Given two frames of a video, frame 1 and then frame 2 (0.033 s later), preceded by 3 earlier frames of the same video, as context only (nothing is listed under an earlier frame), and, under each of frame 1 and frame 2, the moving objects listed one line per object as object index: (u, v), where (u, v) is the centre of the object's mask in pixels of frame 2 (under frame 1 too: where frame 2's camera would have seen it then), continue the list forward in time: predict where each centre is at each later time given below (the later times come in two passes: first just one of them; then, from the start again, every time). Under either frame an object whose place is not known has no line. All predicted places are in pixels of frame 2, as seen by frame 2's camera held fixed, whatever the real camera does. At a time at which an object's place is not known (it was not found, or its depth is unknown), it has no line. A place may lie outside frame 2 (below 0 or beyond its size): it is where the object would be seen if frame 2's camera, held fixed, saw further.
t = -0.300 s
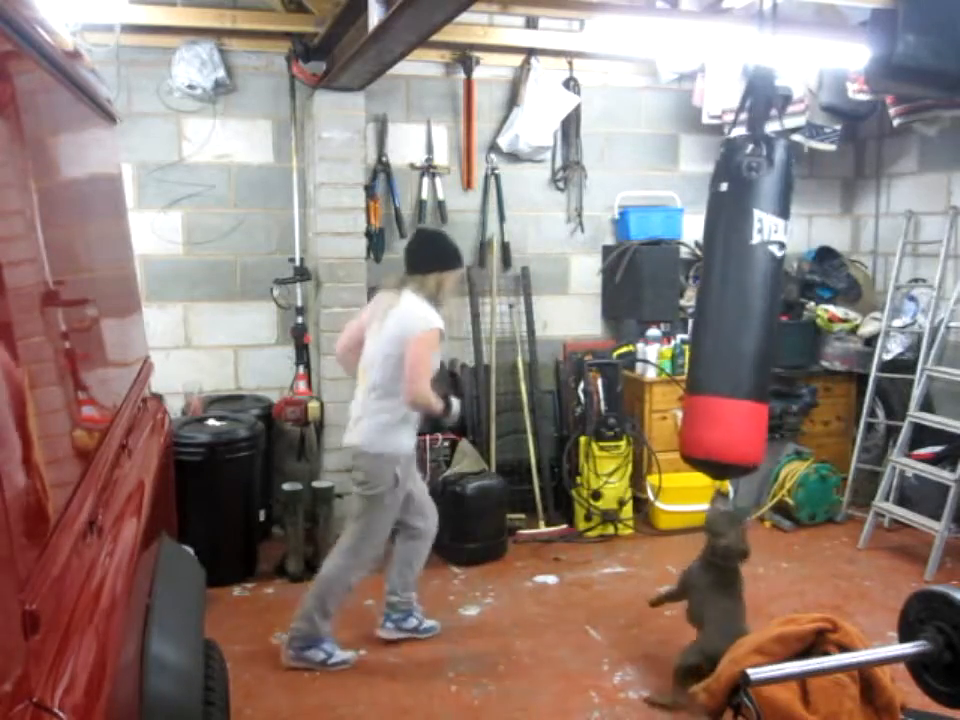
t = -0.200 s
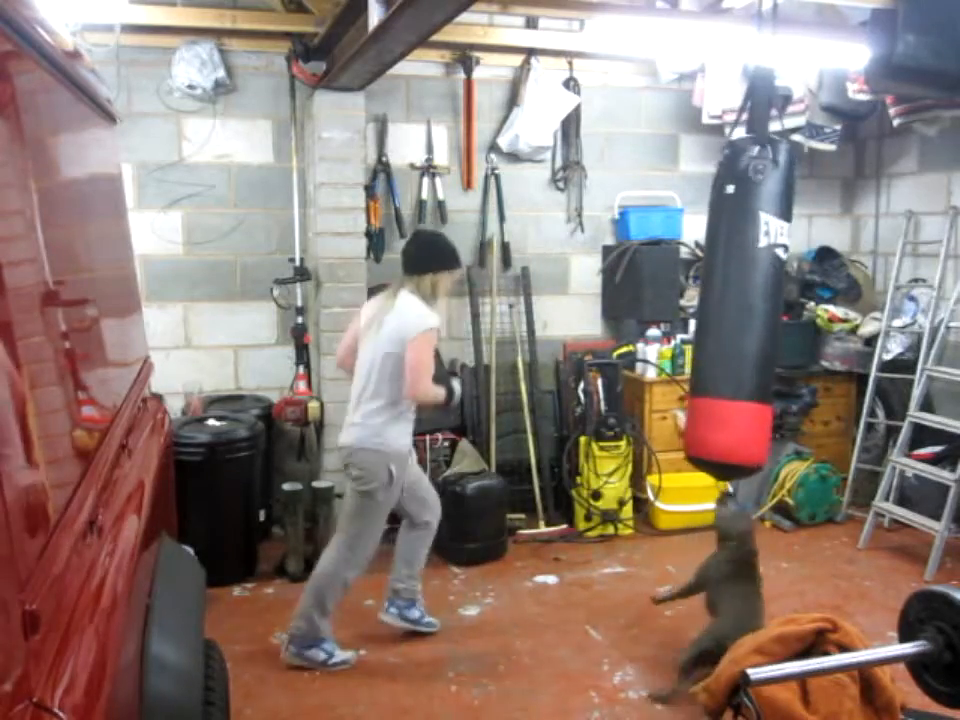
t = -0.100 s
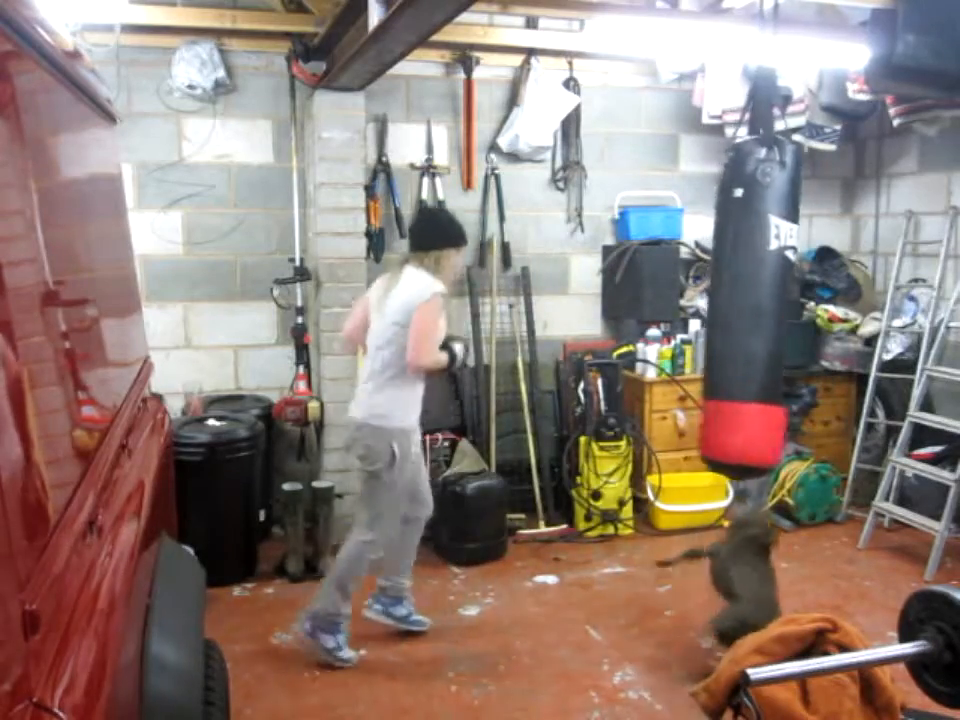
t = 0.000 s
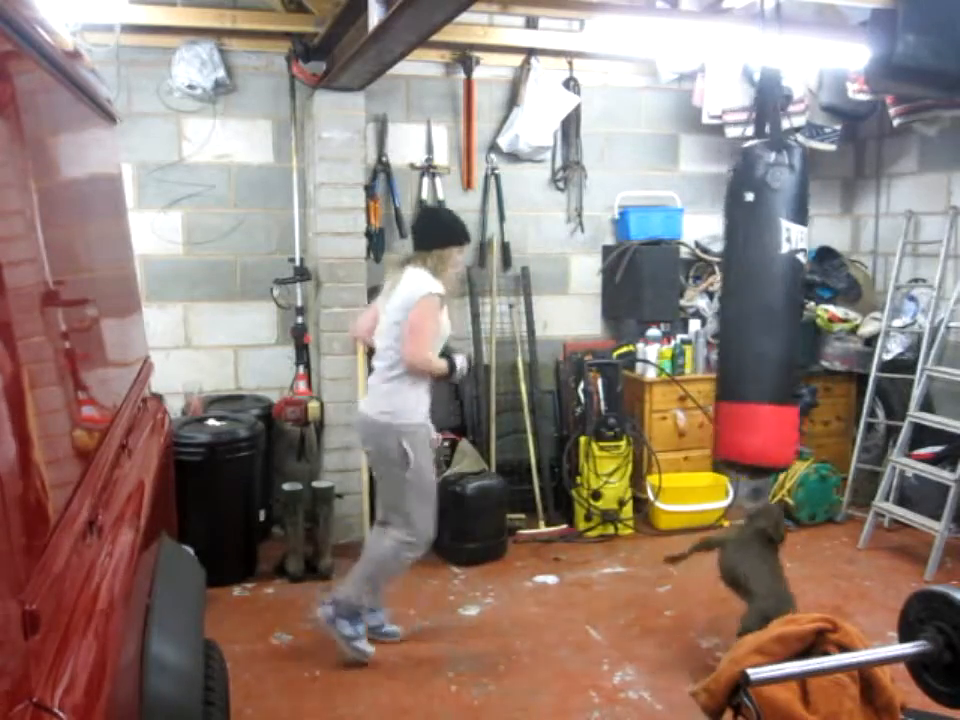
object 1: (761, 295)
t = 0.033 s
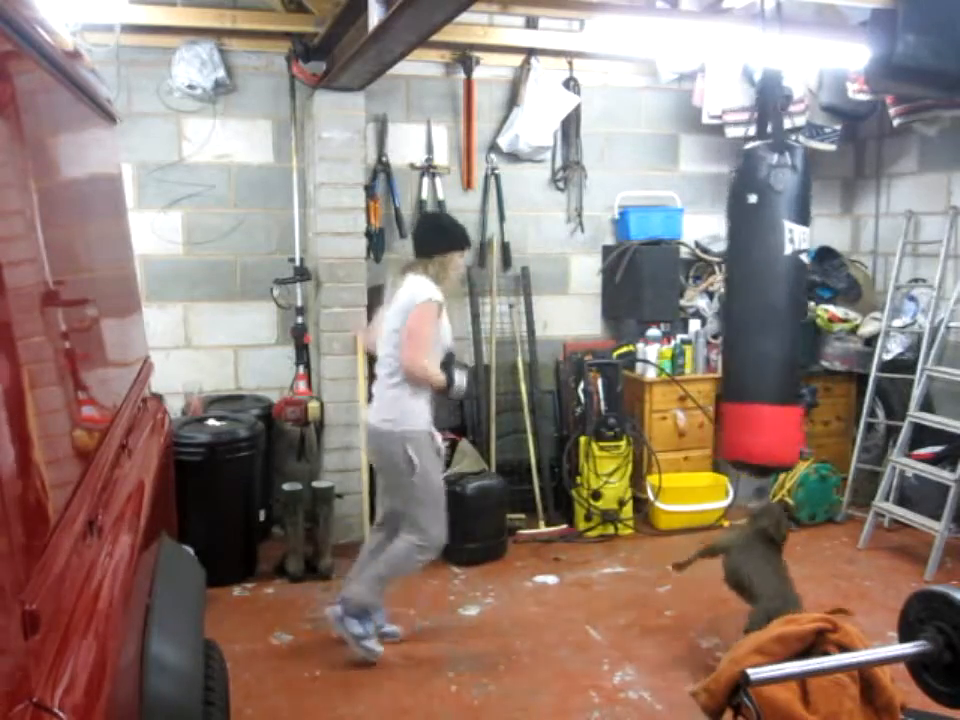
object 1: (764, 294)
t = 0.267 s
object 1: (780, 289)
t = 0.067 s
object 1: (768, 294)
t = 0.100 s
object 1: (772, 295)
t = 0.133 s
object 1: (773, 293)
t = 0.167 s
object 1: (775, 291)
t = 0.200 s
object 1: (777, 290)
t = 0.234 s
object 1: (778, 289)
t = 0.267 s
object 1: (780, 289)
